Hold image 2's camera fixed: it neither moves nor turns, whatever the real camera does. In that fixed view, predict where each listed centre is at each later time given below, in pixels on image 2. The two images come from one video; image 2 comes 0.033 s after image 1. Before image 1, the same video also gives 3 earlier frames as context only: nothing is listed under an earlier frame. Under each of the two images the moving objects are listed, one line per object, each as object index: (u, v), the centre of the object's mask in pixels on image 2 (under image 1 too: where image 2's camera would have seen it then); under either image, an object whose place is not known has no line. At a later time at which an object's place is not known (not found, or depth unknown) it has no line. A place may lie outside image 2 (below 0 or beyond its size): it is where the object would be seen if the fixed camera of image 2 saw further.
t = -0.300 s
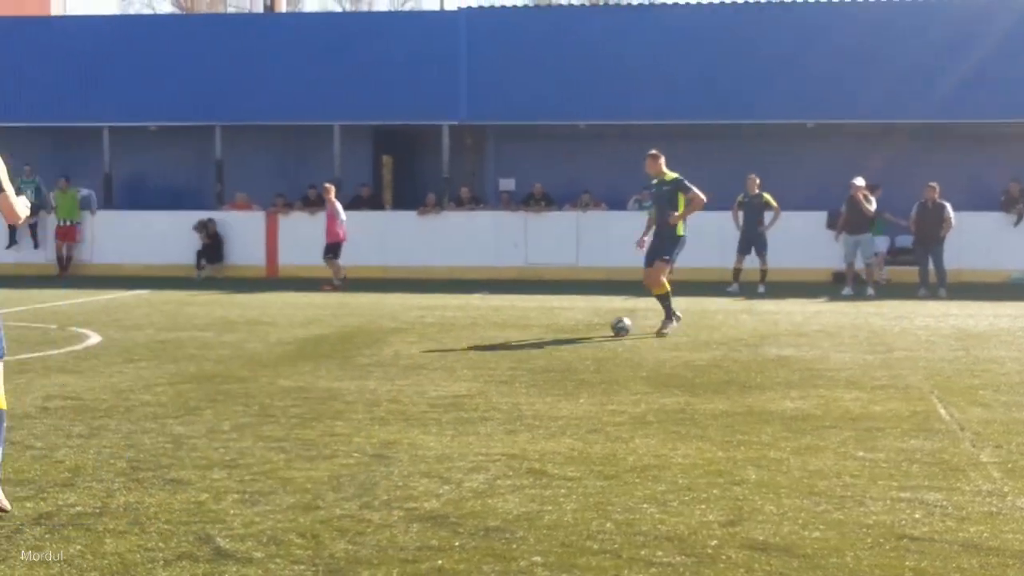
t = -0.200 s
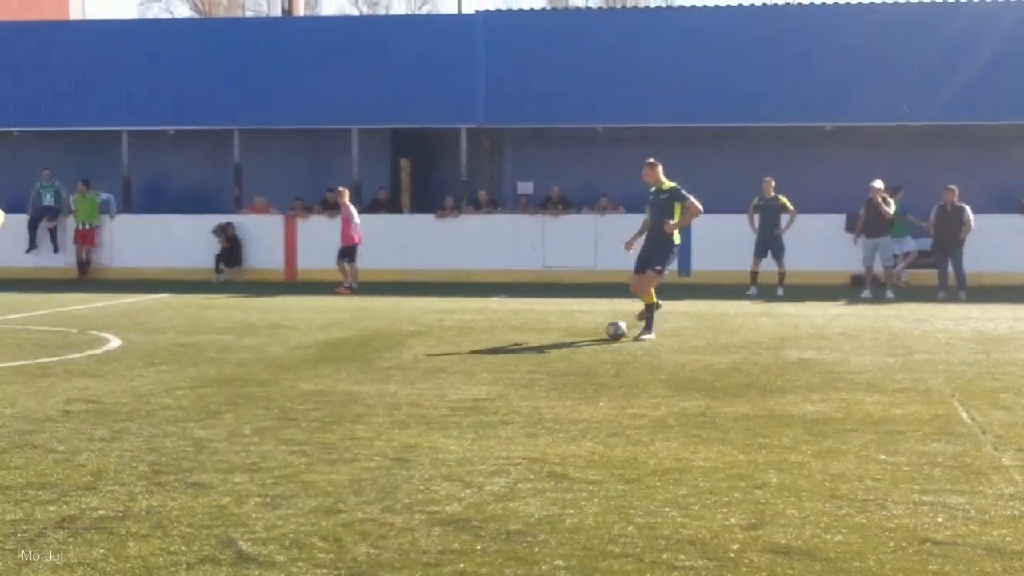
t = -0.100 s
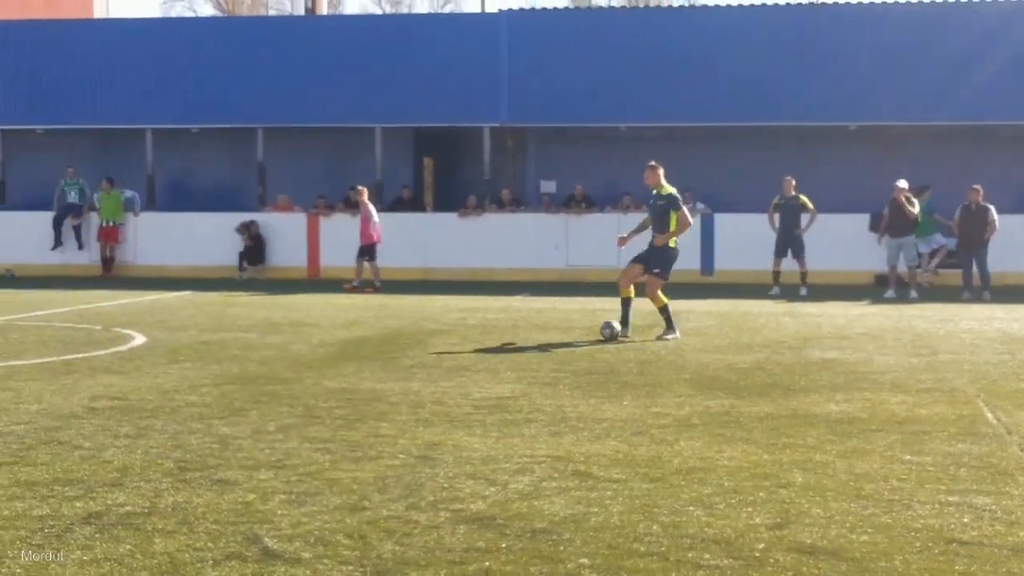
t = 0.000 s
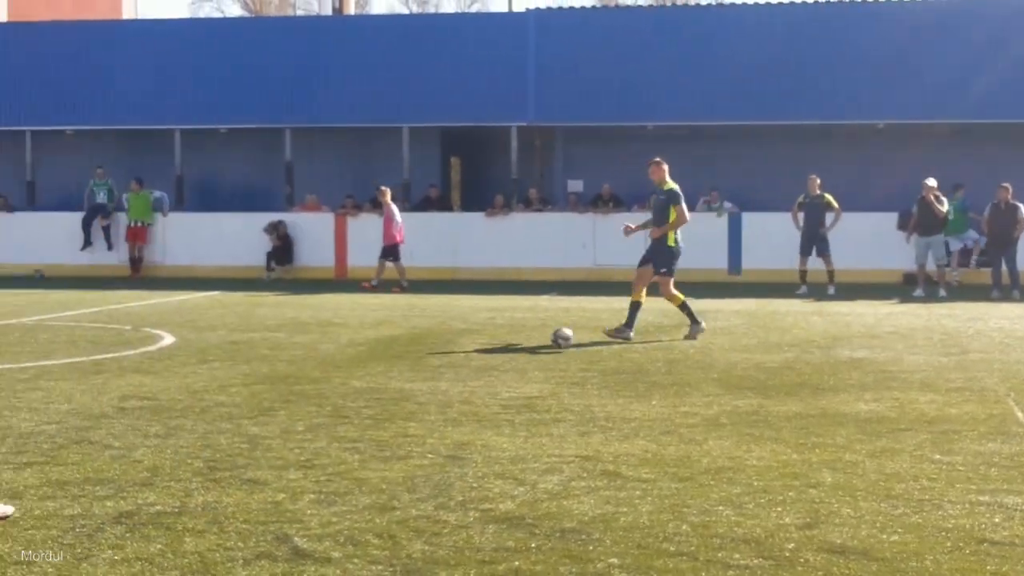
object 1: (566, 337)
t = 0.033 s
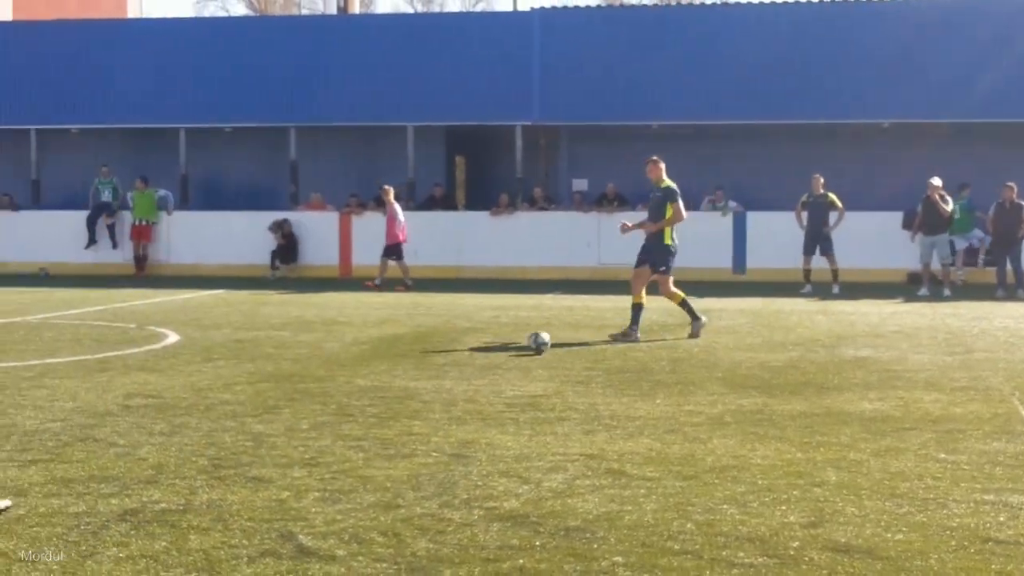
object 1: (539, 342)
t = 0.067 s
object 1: (513, 346)
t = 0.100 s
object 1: (487, 348)
